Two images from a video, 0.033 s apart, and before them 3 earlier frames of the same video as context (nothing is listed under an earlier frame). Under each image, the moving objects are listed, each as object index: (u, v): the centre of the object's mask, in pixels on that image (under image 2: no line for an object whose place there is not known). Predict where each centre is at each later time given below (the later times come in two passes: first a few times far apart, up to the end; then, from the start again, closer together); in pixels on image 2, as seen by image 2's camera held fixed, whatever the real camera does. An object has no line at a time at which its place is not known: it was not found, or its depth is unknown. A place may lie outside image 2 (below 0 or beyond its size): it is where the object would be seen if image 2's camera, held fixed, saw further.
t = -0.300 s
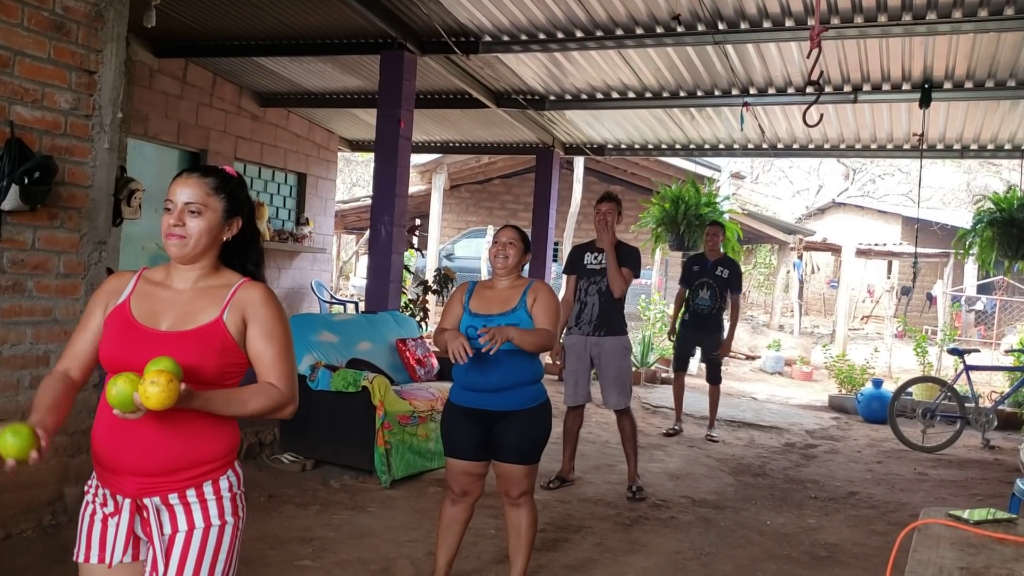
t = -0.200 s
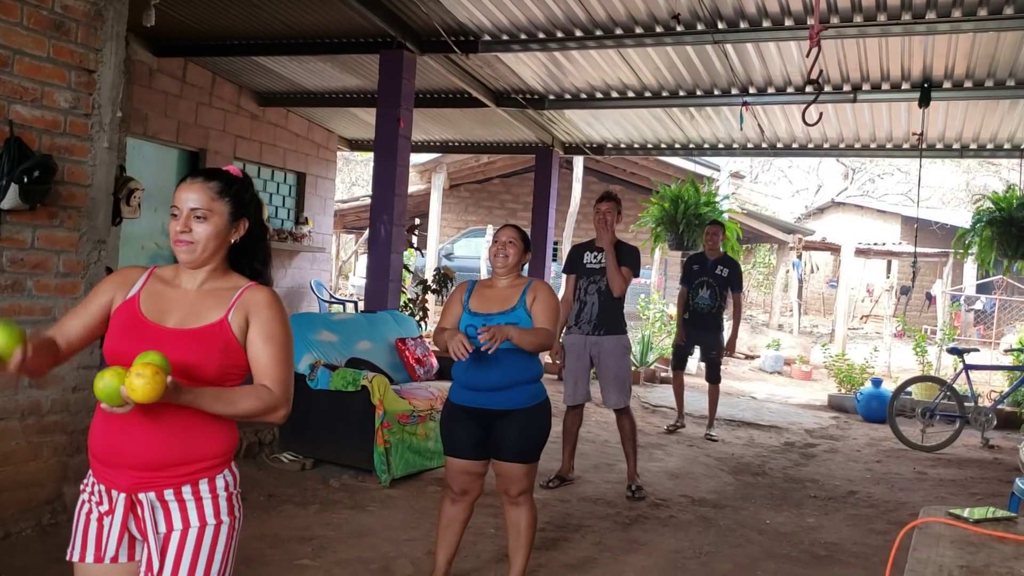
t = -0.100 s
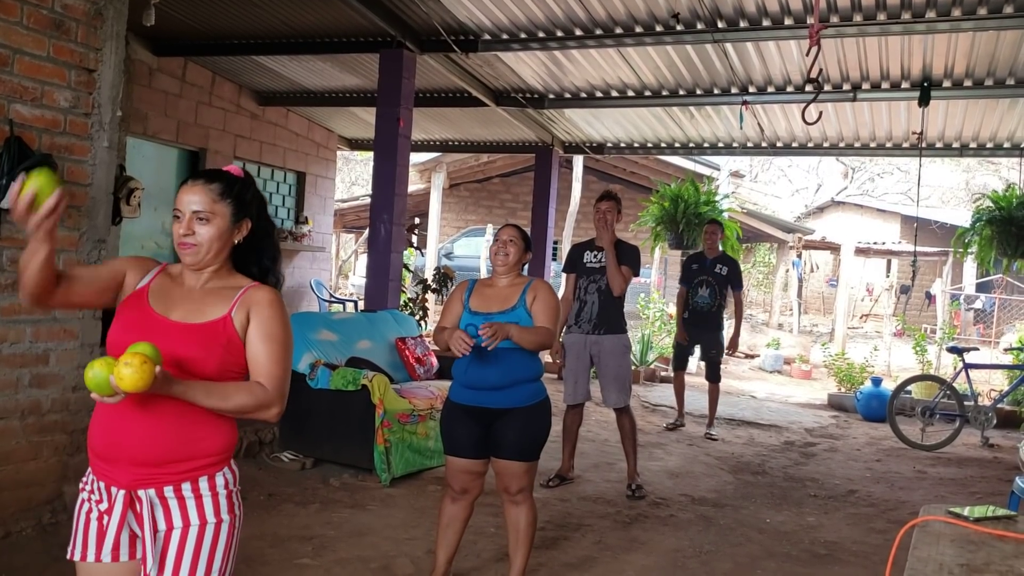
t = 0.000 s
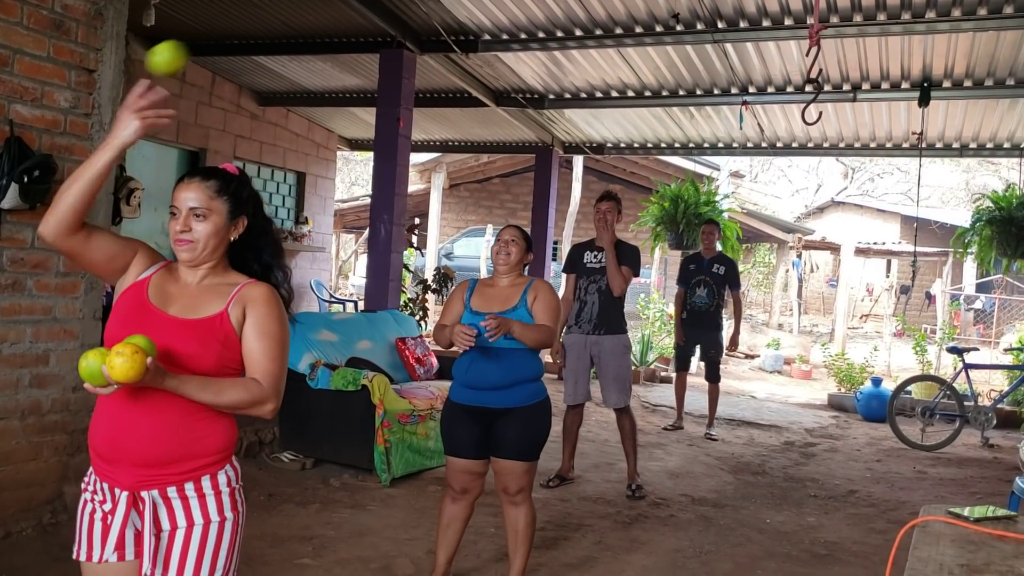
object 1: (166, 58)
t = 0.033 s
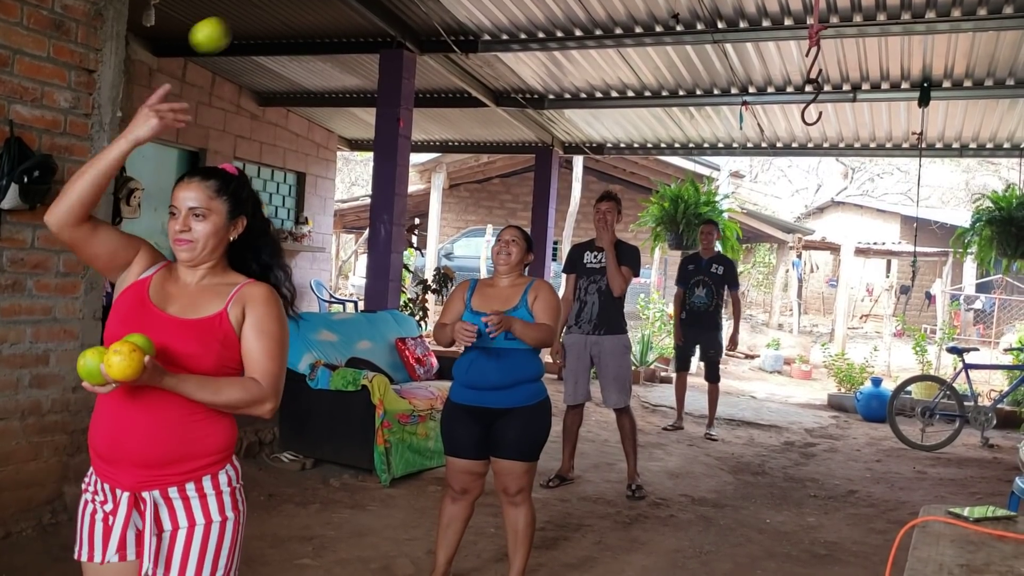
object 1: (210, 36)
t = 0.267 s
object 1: (412, 19)
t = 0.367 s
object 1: (466, 63)
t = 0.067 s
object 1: (247, 19)
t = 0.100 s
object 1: (282, 10)
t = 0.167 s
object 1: (341, 5)
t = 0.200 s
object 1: (367, 6)
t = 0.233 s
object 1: (390, 10)
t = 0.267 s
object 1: (412, 19)
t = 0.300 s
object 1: (431, 32)
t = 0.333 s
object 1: (449, 46)
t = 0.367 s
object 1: (466, 63)
